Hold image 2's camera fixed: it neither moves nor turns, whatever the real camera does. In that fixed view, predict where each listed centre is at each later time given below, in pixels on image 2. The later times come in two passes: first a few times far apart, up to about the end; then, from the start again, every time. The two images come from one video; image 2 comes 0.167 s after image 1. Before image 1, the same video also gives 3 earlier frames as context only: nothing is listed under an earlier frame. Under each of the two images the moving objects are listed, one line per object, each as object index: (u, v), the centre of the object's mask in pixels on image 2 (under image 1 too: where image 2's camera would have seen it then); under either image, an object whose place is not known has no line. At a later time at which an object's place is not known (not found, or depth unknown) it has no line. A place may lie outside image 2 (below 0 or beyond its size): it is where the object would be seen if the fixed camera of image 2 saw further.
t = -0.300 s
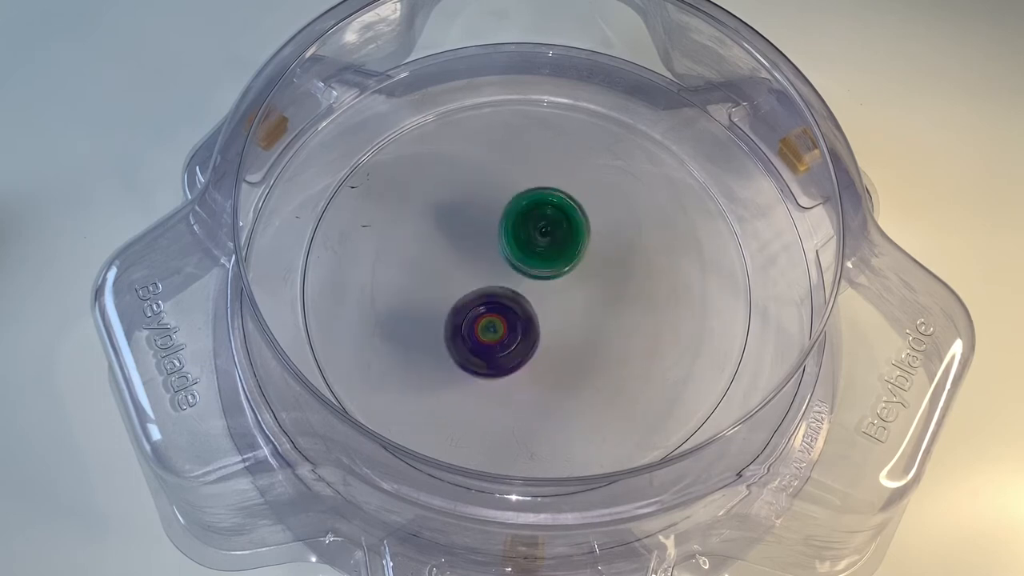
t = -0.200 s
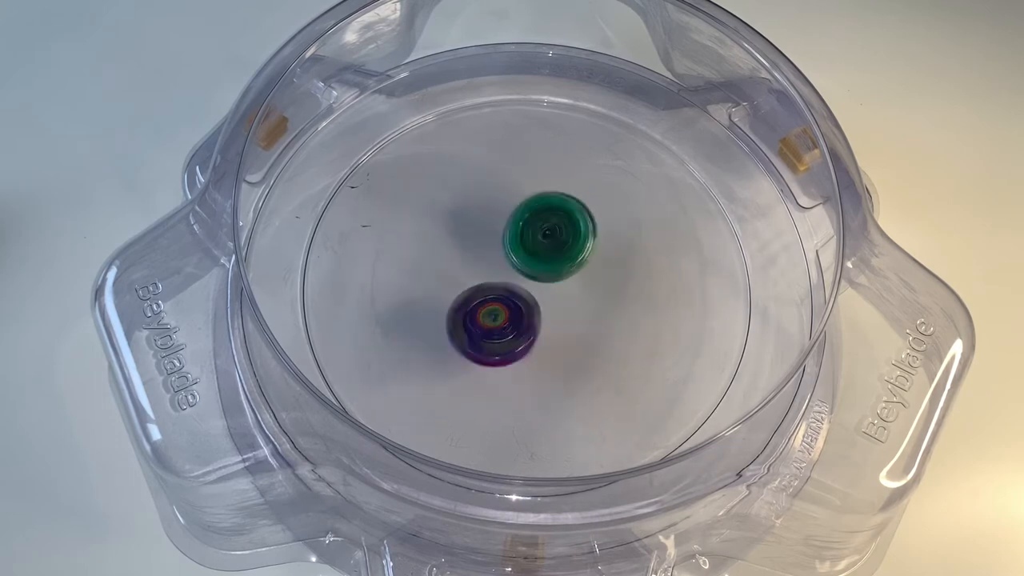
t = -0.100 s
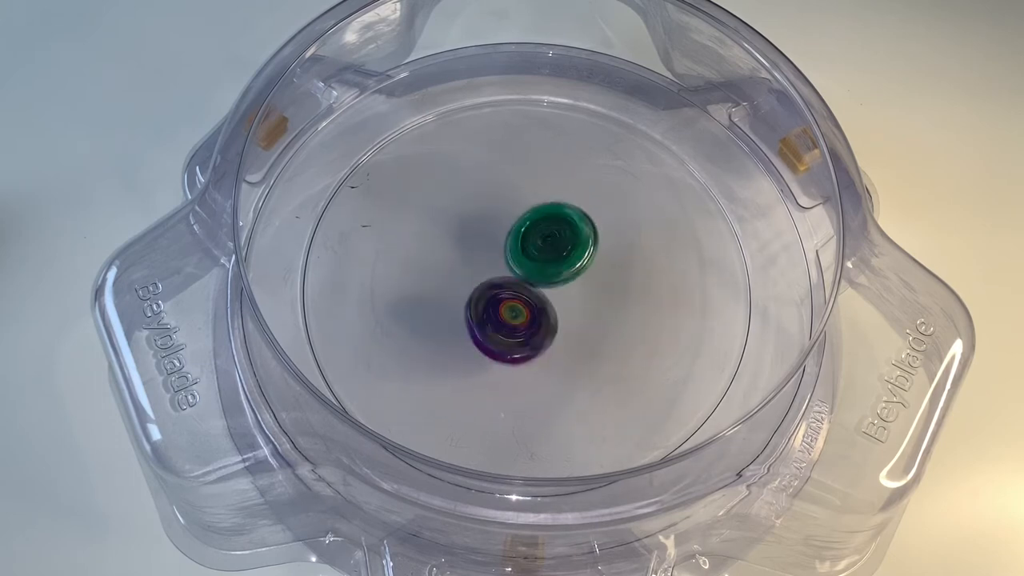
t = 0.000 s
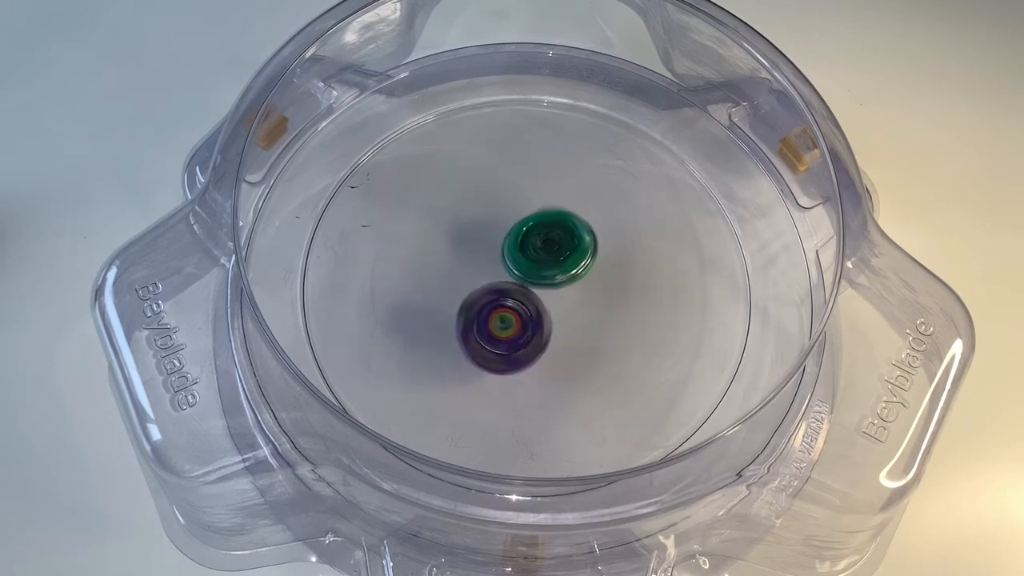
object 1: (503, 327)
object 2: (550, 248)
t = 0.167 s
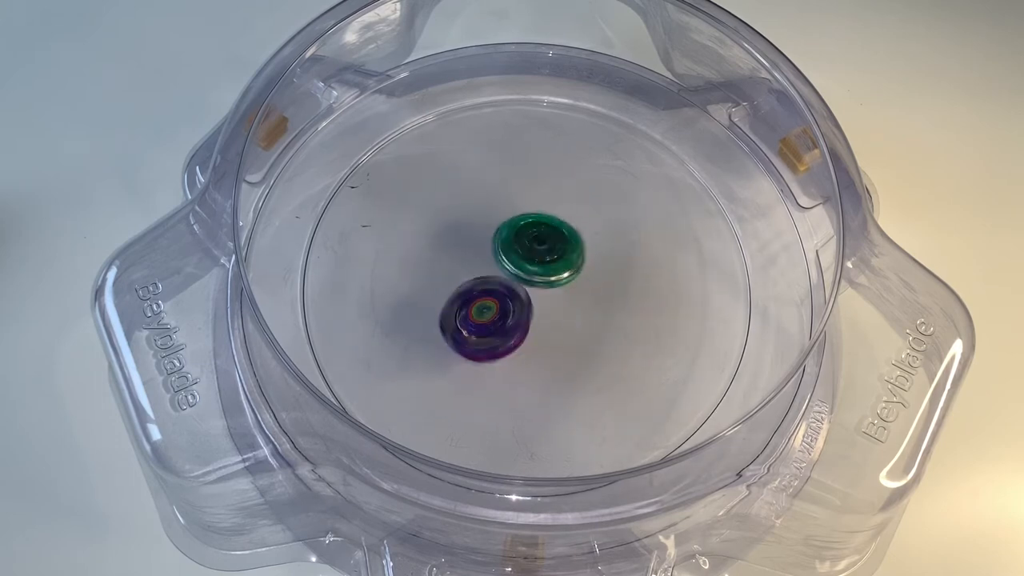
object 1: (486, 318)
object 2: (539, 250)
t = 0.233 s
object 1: (486, 318)
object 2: (537, 247)
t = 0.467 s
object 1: (495, 314)
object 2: (543, 240)
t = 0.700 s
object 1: (495, 315)
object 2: (557, 245)
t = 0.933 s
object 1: (482, 279)
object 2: (563, 257)
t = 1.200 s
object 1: (480, 215)
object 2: (557, 267)
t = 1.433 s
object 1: (521, 198)
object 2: (540, 269)
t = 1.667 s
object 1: (557, 210)
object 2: (523, 275)
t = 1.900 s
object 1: (565, 239)
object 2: (493, 284)
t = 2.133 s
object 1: (578, 271)
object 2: (486, 262)
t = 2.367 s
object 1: (580, 269)
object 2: (501, 276)
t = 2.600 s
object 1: (583, 266)
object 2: (512, 299)
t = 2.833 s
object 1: (583, 264)
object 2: (515, 301)
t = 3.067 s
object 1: (583, 265)
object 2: (513, 300)
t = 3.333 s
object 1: (581, 266)
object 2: (504, 289)
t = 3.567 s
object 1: (580, 267)
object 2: (502, 271)
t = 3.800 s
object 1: (580, 267)
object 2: (502, 269)
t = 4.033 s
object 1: (579, 267)
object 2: (500, 276)
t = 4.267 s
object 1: (579, 268)
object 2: (500, 277)
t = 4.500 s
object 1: (579, 268)
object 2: (500, 277)
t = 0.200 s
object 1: (485, 319)
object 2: (539, 247)
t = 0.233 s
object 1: (486, 318)
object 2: (537, 247)
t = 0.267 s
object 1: (487, 319)
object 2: (537, 246)
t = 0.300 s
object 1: (486, 320)
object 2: (538, 242)
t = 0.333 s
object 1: (486, 320)
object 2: (540, 241)
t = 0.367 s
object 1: (488, 320)
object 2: (541, 241)
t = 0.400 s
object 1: (489, 319)
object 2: (541, 240)
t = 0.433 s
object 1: (490, 317)
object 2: (542, 240)
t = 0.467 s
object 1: (495, 314)
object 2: (543, 240)
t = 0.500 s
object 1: (500, 313)
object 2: (544, 239)
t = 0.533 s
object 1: (501, 315)
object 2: (550, 238)
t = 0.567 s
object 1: (498, 318)
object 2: (558, 236)
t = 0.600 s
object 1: (497, 318)
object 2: (561, 236)
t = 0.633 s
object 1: (496, 317)
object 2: (563, 239)
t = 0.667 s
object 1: (495, 315)
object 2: (560, 243)
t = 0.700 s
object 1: (495, 315)
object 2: (557, 245)
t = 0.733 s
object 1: (494, 312)
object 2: (553, 245)
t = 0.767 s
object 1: (493, 310)
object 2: (552, 249)
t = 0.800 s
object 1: (492, 307)
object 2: (553, 250)
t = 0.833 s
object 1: (492, 303)
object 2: (553, 252)
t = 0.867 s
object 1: (492, 298)
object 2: (554, 252)
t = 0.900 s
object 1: (488, 288)
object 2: (558, 255)
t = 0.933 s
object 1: (482, 279)
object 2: (563, 257)
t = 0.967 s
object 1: (478, 269)
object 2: (565, 262)
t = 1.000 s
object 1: (474, 259)
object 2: (565, 263)
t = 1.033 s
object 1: (471, 249)
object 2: (565, 264)
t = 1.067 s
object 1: (469, 239)
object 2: (563, 265)
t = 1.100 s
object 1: (469, 231)
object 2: (561, 266)
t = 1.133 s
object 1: (471, 224)
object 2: (560, 265)
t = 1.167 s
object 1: (475, 218)
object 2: (560, 266)
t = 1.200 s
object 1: (480, 215)
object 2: (557, 267)
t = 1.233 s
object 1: (484, 213)
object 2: (555, 266)
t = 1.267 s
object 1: (488, 212)
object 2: (551, 266)
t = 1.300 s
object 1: (492, 212)
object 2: (548, 265)
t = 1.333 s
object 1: (498, 208)
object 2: (546, 268)
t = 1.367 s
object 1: (506, 204)
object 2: (542, 268)
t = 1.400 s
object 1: (514, 201)
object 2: (541, 269)
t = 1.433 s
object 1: (521, 198)
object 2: (540, 269)
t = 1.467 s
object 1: (528, 197)
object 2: (540, 269)
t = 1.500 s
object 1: (534, 197)
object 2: (540, 270)
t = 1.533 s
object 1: (538, 197)
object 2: (539, 271)
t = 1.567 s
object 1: (542, 199)
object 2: (537, 273)
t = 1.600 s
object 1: (545, 201)
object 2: (533, 273)
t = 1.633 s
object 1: (551, 205)
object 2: (528, 275)
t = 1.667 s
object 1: (557, 210)
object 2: (523, 275)
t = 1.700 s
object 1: (560, 214)
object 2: (518, 279)
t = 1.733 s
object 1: (562, 218)
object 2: (512, 284)
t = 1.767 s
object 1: (563, 222)
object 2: (507, 286)
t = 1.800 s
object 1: (563, 226)
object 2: (504, 288)
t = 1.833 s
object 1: (565, 230)
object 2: (499, 287)
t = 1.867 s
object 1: (565, 234)
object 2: (496, 286)
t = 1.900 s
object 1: (565, 239)
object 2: (493, 284)
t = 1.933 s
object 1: (568, 243)
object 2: (487, 280)
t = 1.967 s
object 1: (572, 248)
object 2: (483, 276)
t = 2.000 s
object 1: (574, 253)
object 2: (483, 274)
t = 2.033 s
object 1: (575, 258)
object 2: (484, 271)
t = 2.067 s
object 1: (575, 263)
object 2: (486, 268)
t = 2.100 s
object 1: (575, 268)
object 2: (486, 264)
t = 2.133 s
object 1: (578, 271)
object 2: (486, 262)
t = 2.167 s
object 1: (579, 273)
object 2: (486, 262)
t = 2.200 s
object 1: (578, 274)
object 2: (487, 263)
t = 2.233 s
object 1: (577, 274)
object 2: (489, 265)
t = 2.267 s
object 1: (577, 273)
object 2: (491, 267)
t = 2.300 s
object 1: (578, 271)
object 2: (495, 269)
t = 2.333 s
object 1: (579, 270)
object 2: (498, 272)
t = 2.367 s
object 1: (580, 269)
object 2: (501, 276)
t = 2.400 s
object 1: (581, 269)
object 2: (501, 279)
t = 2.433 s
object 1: (581, 268)
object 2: (502, 283)
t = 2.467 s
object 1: (582, 268)
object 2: (504, 287)
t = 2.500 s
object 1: (581, 267)
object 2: (505, 291)
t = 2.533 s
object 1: (582, 267)
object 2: (508, 294)
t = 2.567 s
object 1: (582, 267)
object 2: (510, 297)
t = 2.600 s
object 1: (583, 266)
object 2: (512, 299)
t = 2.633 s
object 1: (583, 265)
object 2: (513, 300)
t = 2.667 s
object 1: (583, 264)
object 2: (515, 300)
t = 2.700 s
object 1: (584, 264)
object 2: (515, 301)
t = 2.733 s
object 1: (584, 263)
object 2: (516, 301)
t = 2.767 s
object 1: (584, 263)
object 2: (516, 301)
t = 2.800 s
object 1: (583, 264)
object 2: (515, 301)
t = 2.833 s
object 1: (583, 264)
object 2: (515, 301)
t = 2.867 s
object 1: (583, 264)
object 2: (515, 301)
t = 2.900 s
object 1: (583, 264)
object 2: (515, 301)
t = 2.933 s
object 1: (583, 264)
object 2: (515, 301)
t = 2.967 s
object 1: (583, 264)
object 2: (515, 300)
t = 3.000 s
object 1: (583, 264)
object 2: (514, 300)
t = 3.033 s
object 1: (583, 264)
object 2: (514, 300)
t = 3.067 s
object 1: (583, 265)
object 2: (513, 300)
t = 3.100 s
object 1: (583, 265)
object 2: (513, 299)
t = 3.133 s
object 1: (583, 265)
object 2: (512, 298)
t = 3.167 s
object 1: (582, 265)
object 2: (510, 297)
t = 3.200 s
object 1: (581, 266)
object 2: (508, 296)
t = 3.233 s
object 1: (581, 266)
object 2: (507, 294)
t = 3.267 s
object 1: (581, 266)
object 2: (506, 293)
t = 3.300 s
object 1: (581, 266)
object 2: (505, 291)
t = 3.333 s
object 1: (581, 266)
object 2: (504, 289)
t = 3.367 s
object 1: (581, 266)
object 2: (503, 287)
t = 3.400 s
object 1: (581, 266)
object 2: (503, 285)
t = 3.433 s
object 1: (581, 266)
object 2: (502, 283)
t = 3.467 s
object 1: (580, 267)
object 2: (502, 280)
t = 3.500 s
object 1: (580, 267)
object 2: (501, 277)
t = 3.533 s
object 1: (580, 267)
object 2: (501, 274)
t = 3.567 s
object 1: (580, 267)
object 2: (502, 271)
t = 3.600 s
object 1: (580, 267)
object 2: (503, 269)
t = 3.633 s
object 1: (580, 267)
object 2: (504, 267)
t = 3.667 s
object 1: (580, 267)
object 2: (504, 266)
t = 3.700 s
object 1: (580, 267)
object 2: (504, 266)
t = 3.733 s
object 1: (580, 266)
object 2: (504, 266)
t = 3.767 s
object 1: (580, 267)
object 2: (503, 268)
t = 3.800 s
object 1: (580, 267)
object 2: (502, 269)
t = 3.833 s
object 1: (580, 267)
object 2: (502, 271)
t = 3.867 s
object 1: (580, 267)
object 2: (501, 272)
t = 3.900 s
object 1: (580, 267)
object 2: (501, 273)
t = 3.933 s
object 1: (580, 267)
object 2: (501, 274)
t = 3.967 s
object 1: (580, 267)
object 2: (501, 275)
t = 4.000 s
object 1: (579, 267)
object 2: (500, 276)
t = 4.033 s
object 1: (579, 267)
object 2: (500, 276)
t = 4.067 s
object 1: (579, 268)
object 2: (500, 276)
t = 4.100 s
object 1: (579, 268)
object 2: (500, 276)
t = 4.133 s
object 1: (579, 268)
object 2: (500, 277)
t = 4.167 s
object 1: (579, 268)
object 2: (500, 277)
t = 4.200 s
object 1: (579, 268)
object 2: (500, 277)
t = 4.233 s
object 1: (579, 268)
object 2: (500, 277)
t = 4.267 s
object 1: (579, 268)
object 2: (500, 277)
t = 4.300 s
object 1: (579, 268)
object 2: (500, 277)
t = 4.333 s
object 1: (579, 268)
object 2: (500, 277)
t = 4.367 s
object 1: (579, 268)
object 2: (500, 277)
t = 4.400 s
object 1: (579, 268)
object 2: (500, 277)
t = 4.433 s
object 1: (579, 268)
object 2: (500, 277)
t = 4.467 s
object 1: (579, 268)
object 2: (500, 277)
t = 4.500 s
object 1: (579, 268)
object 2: (500, 277)
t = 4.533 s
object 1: (579, 268)
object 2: (500, 277)
